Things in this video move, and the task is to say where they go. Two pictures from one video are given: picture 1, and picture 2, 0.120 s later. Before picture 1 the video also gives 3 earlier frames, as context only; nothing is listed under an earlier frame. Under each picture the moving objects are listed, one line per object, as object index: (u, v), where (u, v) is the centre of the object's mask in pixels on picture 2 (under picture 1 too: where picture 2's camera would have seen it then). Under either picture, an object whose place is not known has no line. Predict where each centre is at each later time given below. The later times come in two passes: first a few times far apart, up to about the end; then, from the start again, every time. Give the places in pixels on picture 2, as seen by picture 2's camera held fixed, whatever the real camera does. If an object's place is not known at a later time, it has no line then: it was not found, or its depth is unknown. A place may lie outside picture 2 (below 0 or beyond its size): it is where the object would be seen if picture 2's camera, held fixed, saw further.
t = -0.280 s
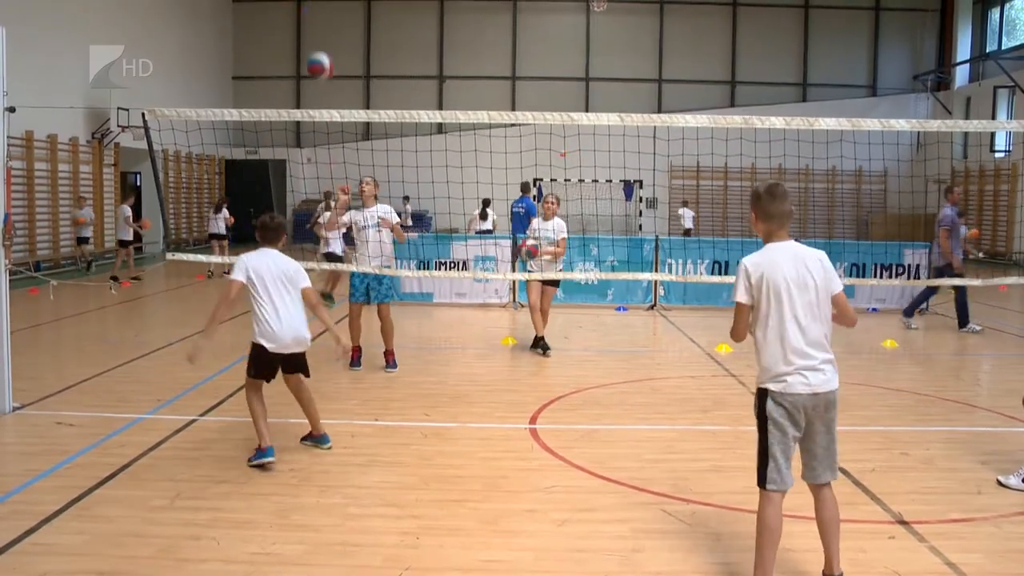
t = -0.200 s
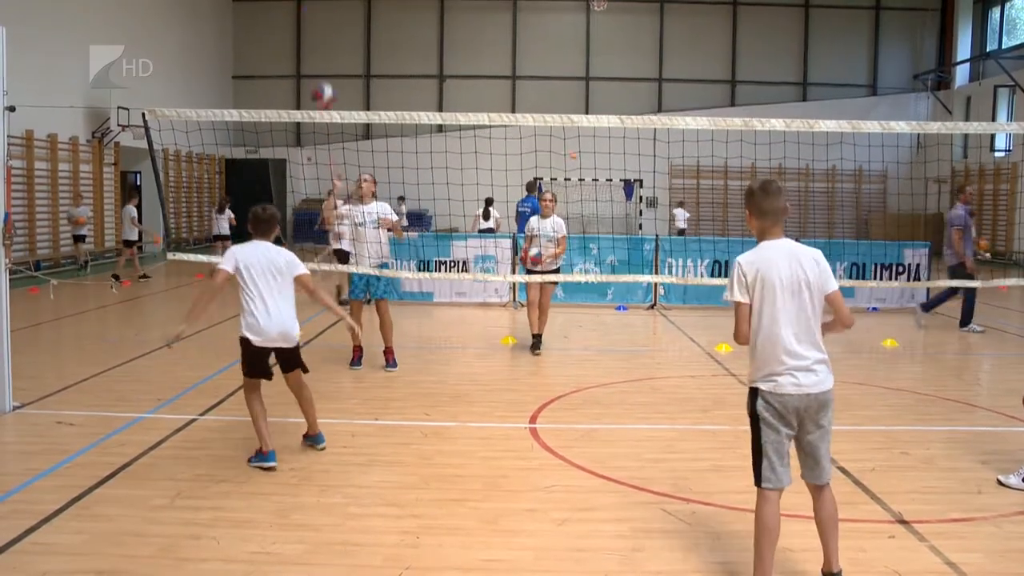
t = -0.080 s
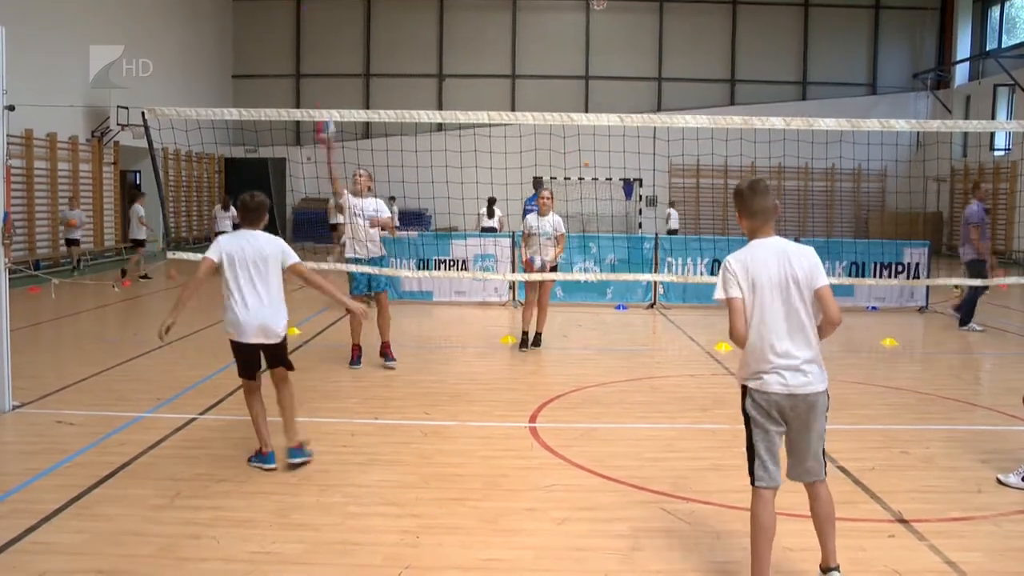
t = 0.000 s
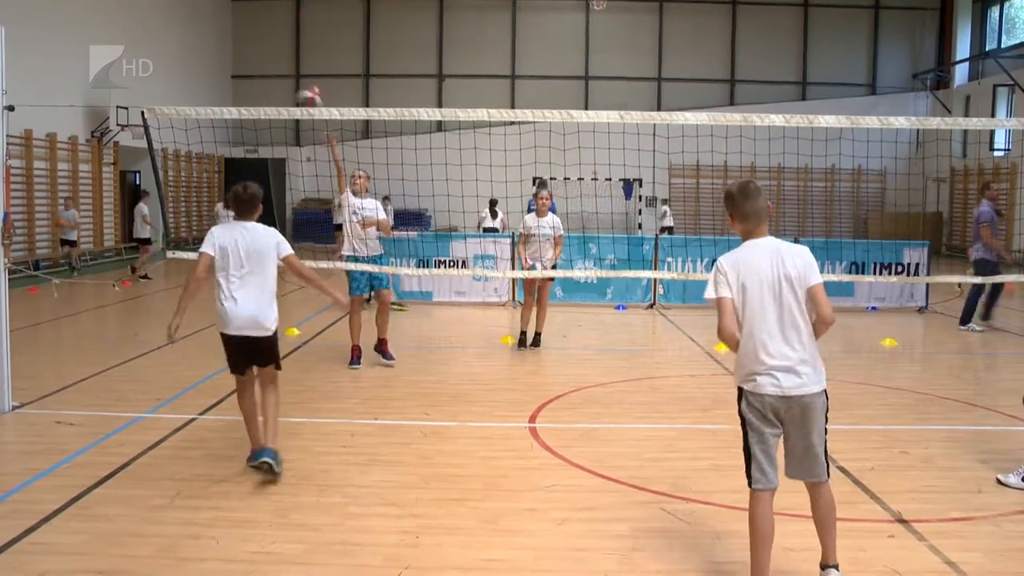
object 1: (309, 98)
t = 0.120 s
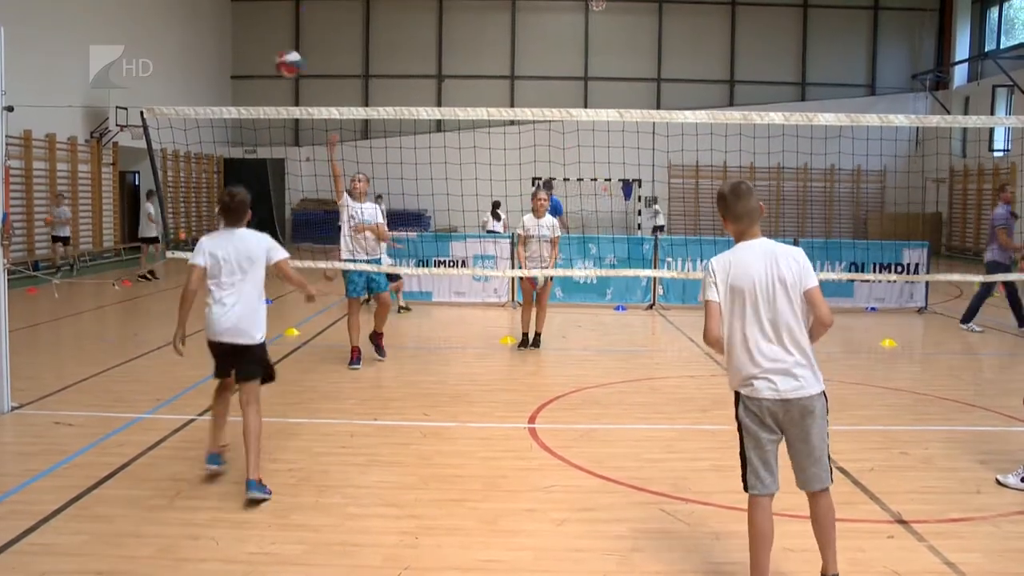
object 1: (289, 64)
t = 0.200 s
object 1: (272, 47)
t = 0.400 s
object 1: (230, 41)
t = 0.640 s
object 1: (166, 125)
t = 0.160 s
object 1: (281, 52)
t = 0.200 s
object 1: (272, 47)
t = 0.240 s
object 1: (265, 42)
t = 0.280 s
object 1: (257, 37)
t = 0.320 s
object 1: (248, 37)
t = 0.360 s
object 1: (240, 37)
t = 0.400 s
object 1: (230, 41)
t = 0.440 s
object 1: (219, 48)
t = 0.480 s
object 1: (210, 56)
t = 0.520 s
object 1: (200, 68)
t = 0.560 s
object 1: (190, 83)
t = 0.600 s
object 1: (179, 102)
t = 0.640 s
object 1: (166, 125)
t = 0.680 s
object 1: (155, 150)
